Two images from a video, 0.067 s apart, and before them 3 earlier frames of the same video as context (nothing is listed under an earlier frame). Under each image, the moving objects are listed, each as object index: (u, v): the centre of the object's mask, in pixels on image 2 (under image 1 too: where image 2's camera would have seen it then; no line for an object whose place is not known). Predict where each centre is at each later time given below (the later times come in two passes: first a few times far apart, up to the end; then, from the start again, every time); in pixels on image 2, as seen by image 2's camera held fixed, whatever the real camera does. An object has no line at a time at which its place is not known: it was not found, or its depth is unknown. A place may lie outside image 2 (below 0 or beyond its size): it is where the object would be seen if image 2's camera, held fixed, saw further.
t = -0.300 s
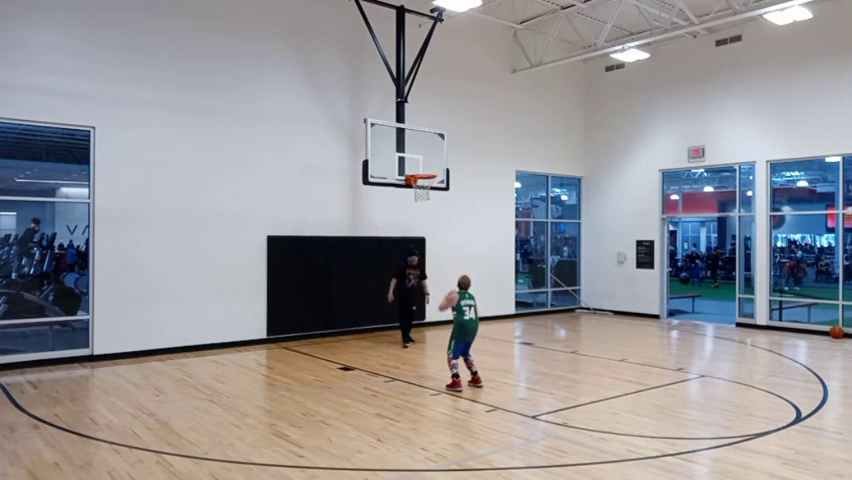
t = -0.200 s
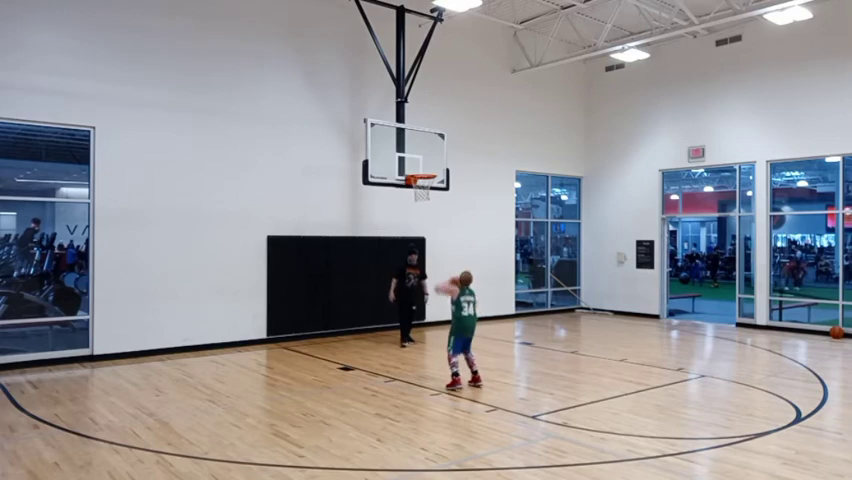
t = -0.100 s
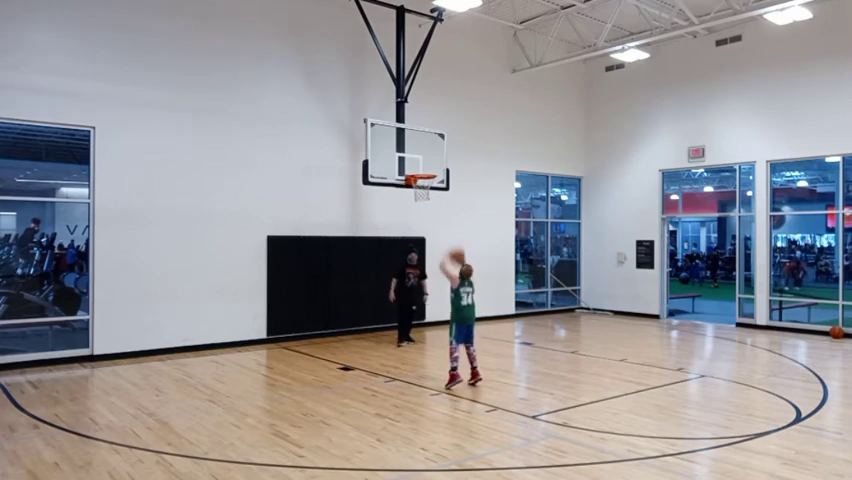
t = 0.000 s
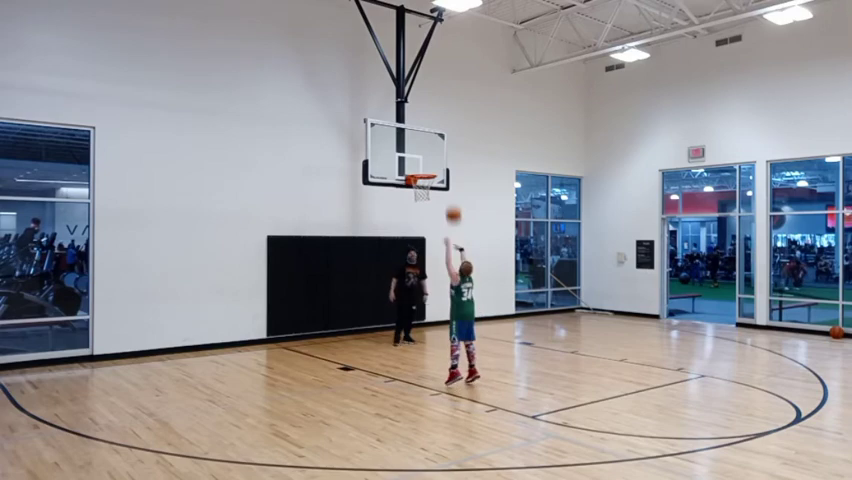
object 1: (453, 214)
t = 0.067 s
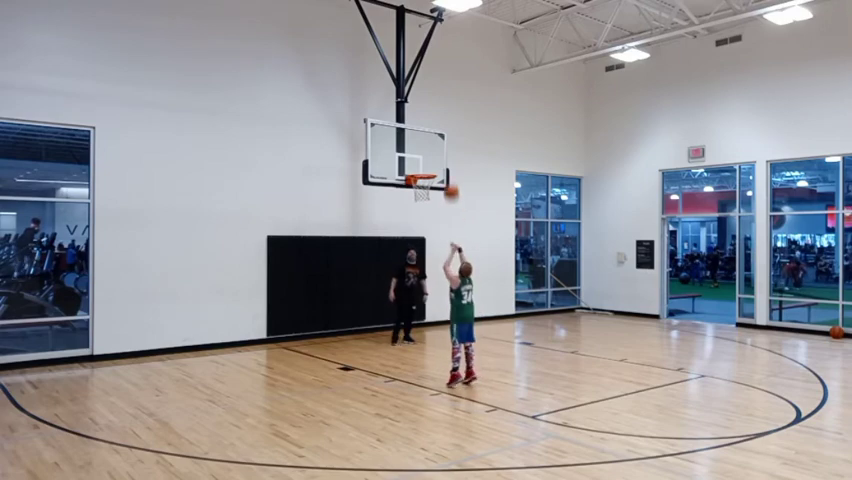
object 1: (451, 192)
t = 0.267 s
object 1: (444, 146)
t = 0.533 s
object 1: (437, 130)
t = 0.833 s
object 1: (430, 160)
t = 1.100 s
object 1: (428, 151)
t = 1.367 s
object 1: (439, 154)
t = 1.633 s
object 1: (450, 197)
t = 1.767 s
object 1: (455, 232)
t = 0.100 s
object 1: (451, 182)
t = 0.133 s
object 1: (449, 173)
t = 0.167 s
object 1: (448, 164)
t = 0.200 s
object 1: (447, 158)
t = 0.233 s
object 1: (445, 151)
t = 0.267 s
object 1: (444, 146)
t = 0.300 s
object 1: (444, 141)
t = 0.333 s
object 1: (443, 137)
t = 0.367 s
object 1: (442, 134)
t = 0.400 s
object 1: (441, 132)
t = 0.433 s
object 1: (440, 130)
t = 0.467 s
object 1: (439, 129)
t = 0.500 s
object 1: (438, 129)
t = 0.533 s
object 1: (437, 130)
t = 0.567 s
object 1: (437, 130)
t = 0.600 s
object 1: (436, 132)
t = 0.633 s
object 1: (435, 134)
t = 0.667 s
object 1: (434, 137)
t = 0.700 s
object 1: (433, 140)
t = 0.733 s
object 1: (432, 144)
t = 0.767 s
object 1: (432, 149)
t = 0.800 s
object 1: (431, 154)
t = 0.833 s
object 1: (430, 160)
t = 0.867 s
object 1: (429, 165)
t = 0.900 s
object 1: (429, 168)
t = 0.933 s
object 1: (429, 164)
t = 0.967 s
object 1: (428, 160)
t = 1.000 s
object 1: (428, 157)
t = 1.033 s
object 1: (428, 154)
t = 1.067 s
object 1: (428, 152)
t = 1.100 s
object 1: (428, 151)
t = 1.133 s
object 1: (429, 149)
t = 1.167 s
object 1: (430, 148)
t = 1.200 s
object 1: (432, 148)
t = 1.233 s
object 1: (433, 148)
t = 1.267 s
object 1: (435, 149)
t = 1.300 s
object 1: (436, 150)
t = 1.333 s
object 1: (438, 152)
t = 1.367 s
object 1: (439, 154)
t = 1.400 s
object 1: (440, 158)
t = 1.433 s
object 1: (442, 161)
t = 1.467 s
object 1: (443, 166)
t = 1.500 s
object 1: (444, 170)
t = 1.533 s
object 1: (446, 176)
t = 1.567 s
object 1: (447, 182)
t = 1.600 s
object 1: (449, 189)
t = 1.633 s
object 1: (450, 197)
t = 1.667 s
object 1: (451, 205)
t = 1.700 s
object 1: (452, 213)
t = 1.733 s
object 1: (454, 222)
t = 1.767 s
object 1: (455, 232)
